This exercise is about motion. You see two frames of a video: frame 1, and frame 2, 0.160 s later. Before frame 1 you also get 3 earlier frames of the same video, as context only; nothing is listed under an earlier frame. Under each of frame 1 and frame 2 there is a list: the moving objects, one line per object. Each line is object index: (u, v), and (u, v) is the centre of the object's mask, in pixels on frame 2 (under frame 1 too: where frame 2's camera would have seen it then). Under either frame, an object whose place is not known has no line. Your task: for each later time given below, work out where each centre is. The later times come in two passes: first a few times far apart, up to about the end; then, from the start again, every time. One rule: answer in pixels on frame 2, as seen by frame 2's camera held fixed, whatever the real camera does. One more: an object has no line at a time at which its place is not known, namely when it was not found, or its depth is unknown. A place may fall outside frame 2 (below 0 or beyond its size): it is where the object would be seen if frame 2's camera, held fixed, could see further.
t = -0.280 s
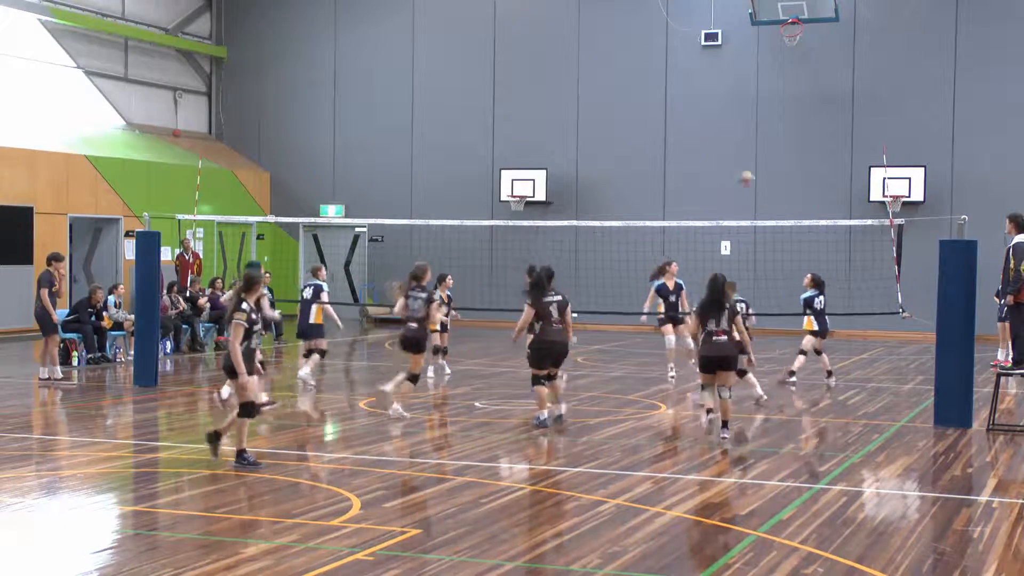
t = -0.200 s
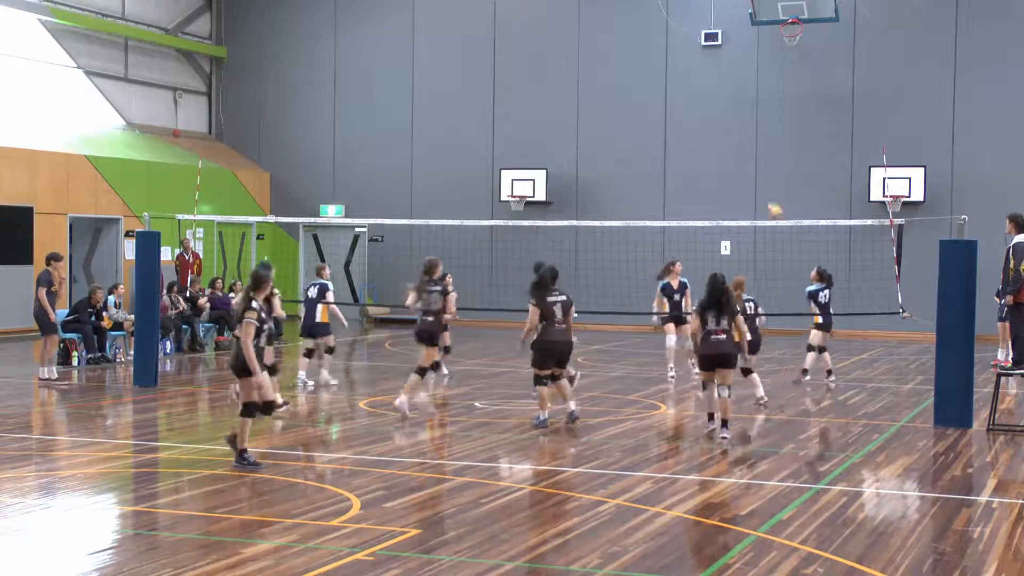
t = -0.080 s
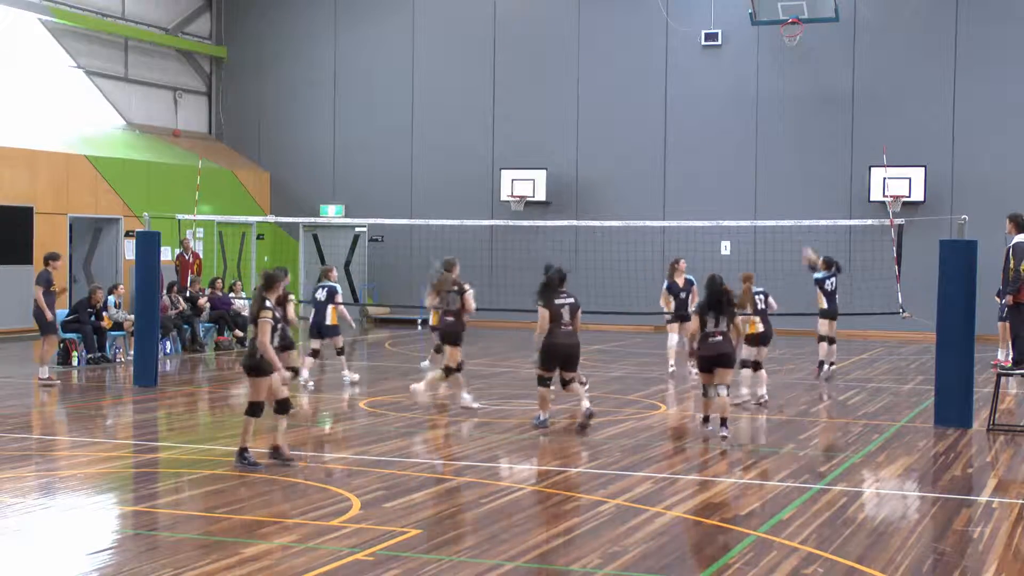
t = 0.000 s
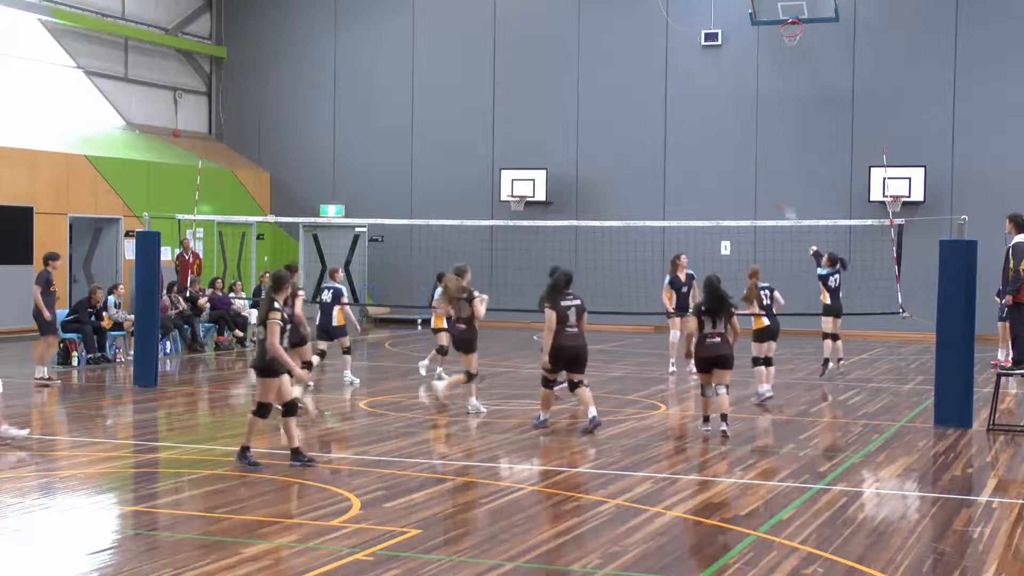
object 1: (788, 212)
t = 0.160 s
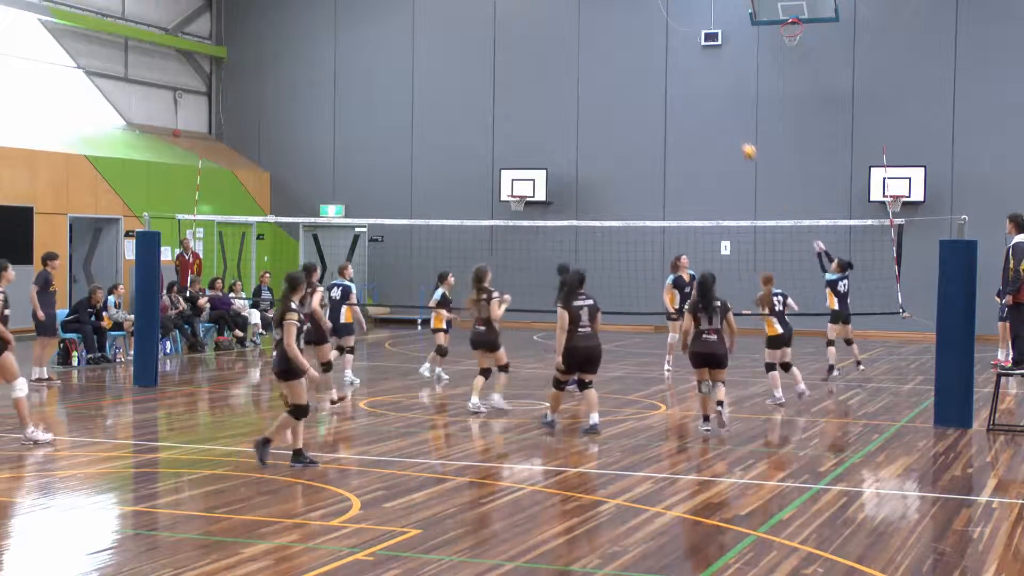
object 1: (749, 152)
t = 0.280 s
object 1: (718, 112)
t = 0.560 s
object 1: (649, 61)
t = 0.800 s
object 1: (590, 60)
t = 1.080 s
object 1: (523, 110)
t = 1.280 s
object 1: (472, 180)
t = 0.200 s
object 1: (738, 137)
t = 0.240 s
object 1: (728, 125)
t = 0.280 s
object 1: (718, 112)
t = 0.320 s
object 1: (708, 101)
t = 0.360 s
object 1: (698, 92)
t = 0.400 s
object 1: (688, 83)
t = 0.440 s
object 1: (679, 76)
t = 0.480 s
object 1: (669, 70)
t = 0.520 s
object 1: (659, 65)
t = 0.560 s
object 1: (649, 61)
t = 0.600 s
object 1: (639, 58)
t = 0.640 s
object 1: (630, 57)
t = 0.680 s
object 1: (620, 55)
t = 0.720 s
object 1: (610, 55)
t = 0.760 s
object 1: (600, 57)
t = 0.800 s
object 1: (590, 60)
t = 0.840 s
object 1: (580, 64)
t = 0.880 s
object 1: (571, 69)
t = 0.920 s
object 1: (560, 75)
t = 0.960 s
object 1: (552, 81)
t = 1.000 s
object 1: (543, 90)
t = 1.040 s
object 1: (533, 99)
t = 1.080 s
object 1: (523, 110)
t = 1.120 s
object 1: (512, 121)
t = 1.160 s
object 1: (503, 135)
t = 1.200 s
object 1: (492, 150)
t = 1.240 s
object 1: (485, 163)
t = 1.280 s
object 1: (472, 180)
